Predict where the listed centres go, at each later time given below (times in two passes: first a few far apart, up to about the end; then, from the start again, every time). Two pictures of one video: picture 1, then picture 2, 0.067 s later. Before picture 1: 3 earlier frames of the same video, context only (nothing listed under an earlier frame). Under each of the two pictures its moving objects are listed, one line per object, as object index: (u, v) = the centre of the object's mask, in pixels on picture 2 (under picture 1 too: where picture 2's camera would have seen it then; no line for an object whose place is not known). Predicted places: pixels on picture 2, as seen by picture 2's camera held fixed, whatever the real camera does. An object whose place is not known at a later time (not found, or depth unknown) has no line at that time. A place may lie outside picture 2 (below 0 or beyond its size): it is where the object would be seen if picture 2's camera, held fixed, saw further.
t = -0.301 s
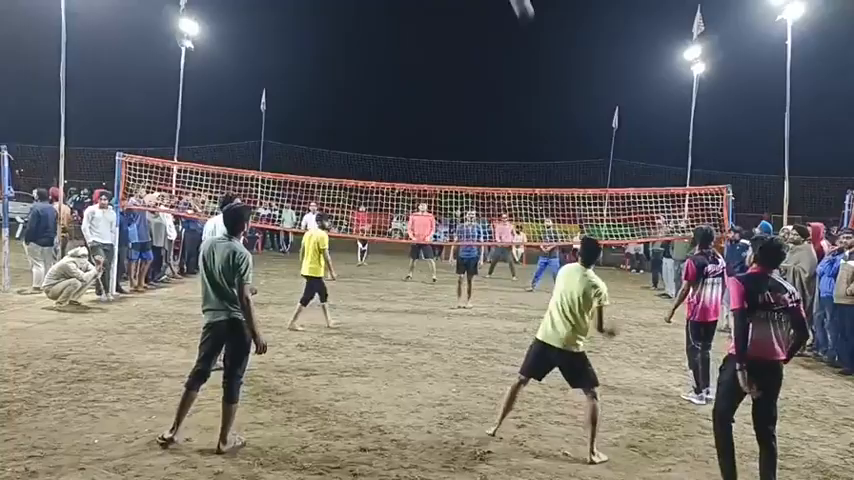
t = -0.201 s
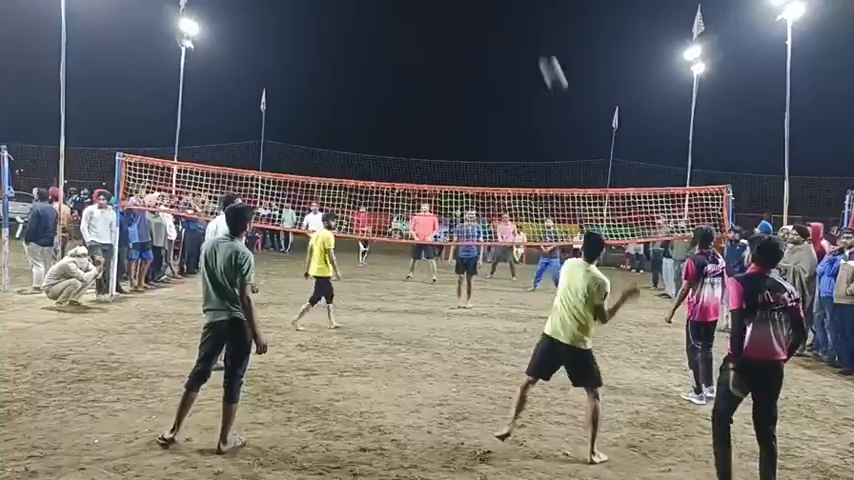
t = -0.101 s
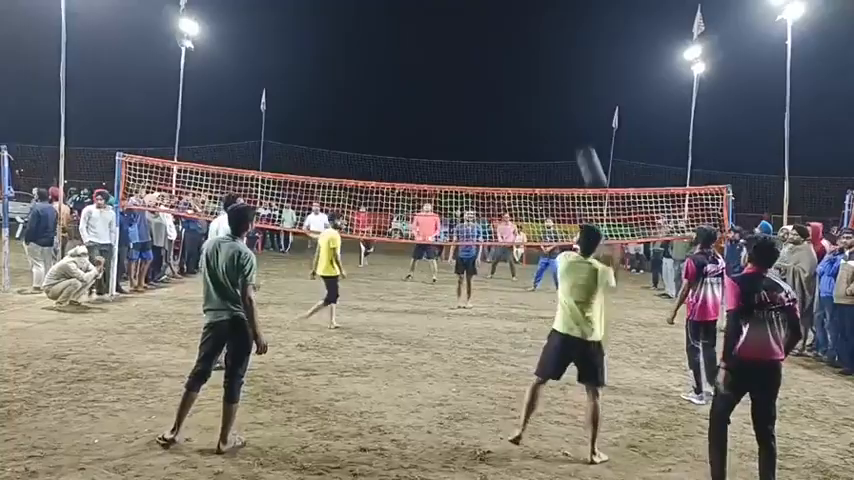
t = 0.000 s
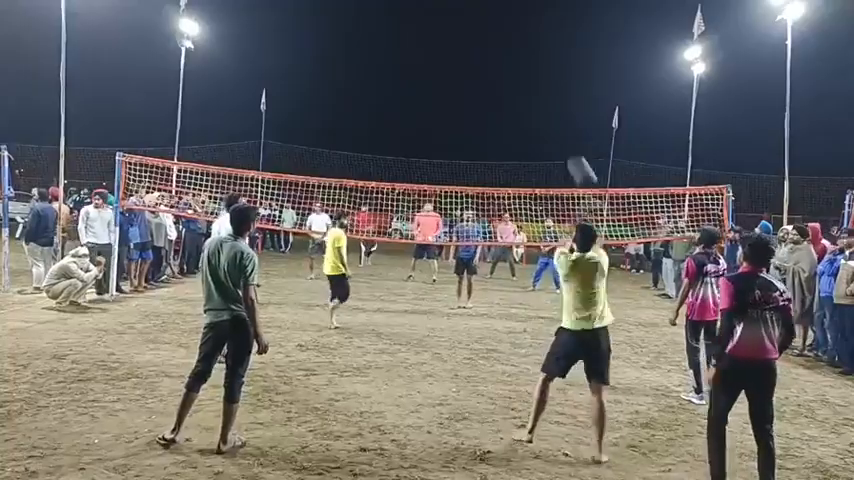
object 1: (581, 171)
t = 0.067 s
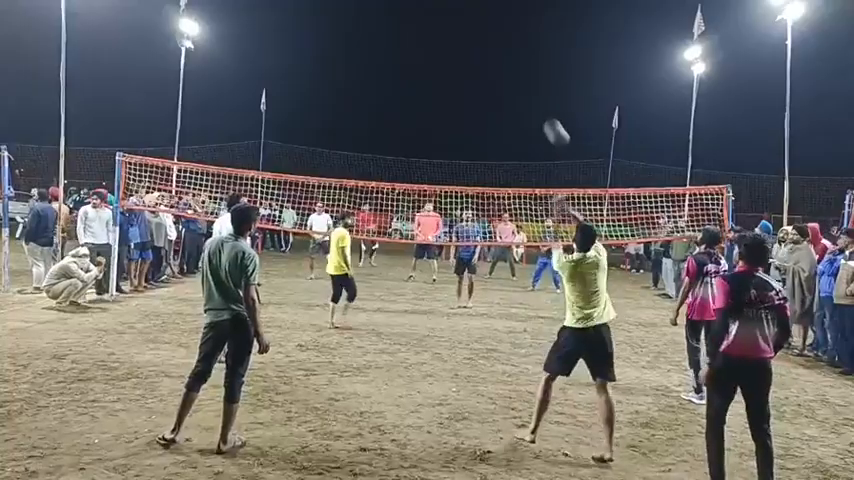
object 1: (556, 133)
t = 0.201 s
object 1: (515, 85)
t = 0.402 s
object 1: (473, 63)
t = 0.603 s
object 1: (445, 74)
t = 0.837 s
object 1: (422, 110)
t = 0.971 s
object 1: (412, 138)
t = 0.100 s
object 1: (544, 117)
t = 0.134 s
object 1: (533, 104)
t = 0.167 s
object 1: (524, 94)
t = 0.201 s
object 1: (515, 85)
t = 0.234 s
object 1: (507, 78)
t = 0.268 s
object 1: (499, 73)
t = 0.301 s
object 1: (492, 68)
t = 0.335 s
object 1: (485, 65)
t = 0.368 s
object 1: (480, 63)
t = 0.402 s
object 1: (473, 63)
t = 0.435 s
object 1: (467, 63)
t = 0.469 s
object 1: (463, 64)
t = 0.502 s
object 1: (458, 65)
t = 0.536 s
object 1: (453, 68)
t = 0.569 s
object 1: (449, 70)
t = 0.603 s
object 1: (445, 74)
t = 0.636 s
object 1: (441, 78)
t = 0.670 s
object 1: (438, 82)
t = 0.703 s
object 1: (435, 87)
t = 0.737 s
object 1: (431, 92)
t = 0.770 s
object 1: (428, 98)
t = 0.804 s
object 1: (425, 104)
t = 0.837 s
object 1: (422, 110)
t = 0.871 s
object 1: (419, 117)
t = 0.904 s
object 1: (417, 123)
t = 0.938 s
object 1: (414, 130)
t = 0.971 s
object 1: (412, 138)
